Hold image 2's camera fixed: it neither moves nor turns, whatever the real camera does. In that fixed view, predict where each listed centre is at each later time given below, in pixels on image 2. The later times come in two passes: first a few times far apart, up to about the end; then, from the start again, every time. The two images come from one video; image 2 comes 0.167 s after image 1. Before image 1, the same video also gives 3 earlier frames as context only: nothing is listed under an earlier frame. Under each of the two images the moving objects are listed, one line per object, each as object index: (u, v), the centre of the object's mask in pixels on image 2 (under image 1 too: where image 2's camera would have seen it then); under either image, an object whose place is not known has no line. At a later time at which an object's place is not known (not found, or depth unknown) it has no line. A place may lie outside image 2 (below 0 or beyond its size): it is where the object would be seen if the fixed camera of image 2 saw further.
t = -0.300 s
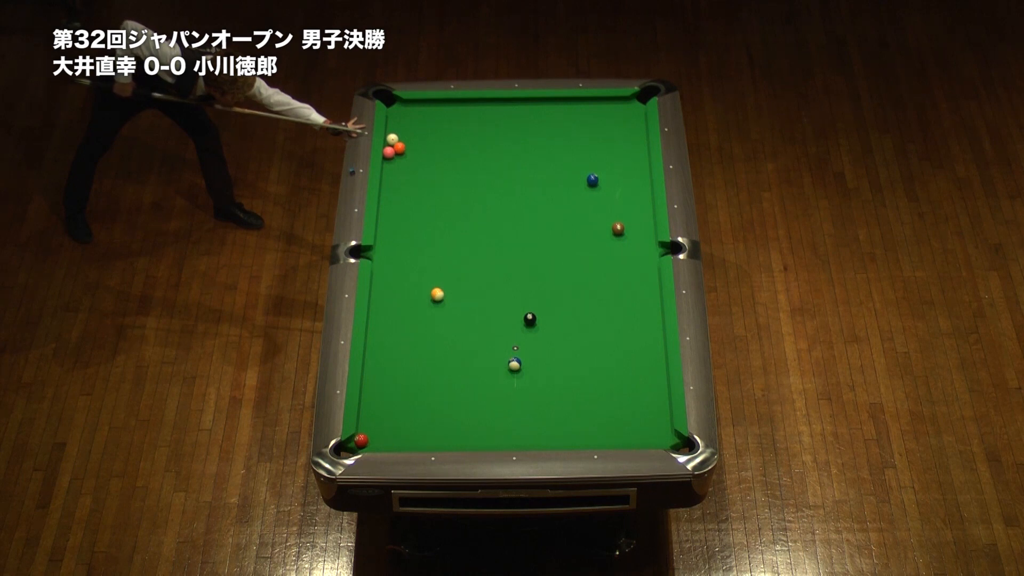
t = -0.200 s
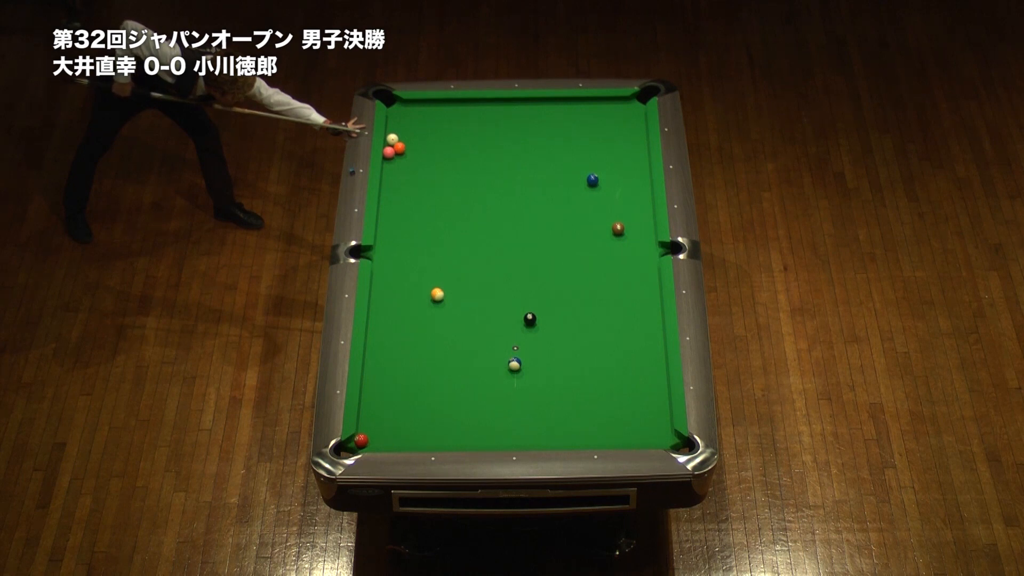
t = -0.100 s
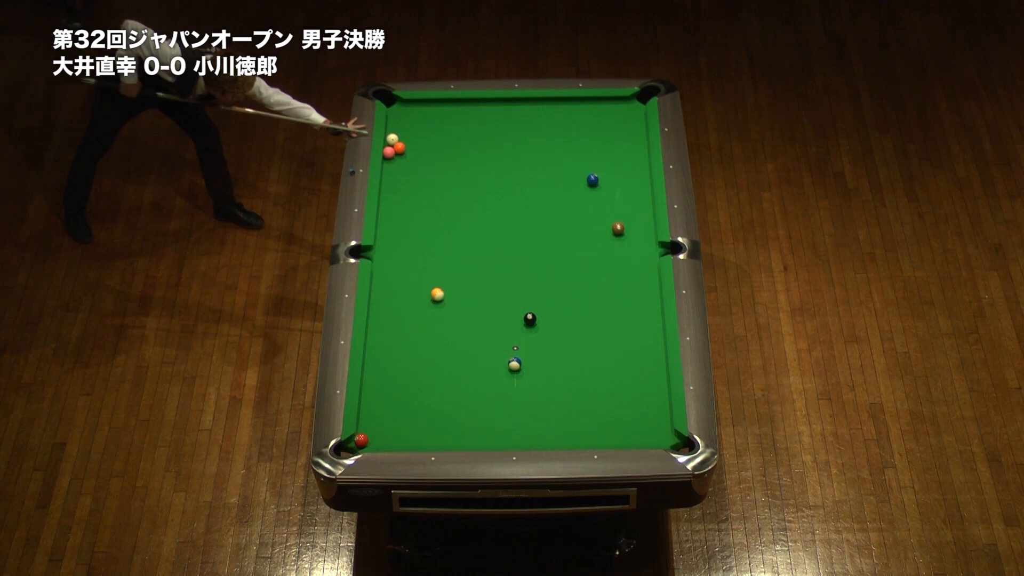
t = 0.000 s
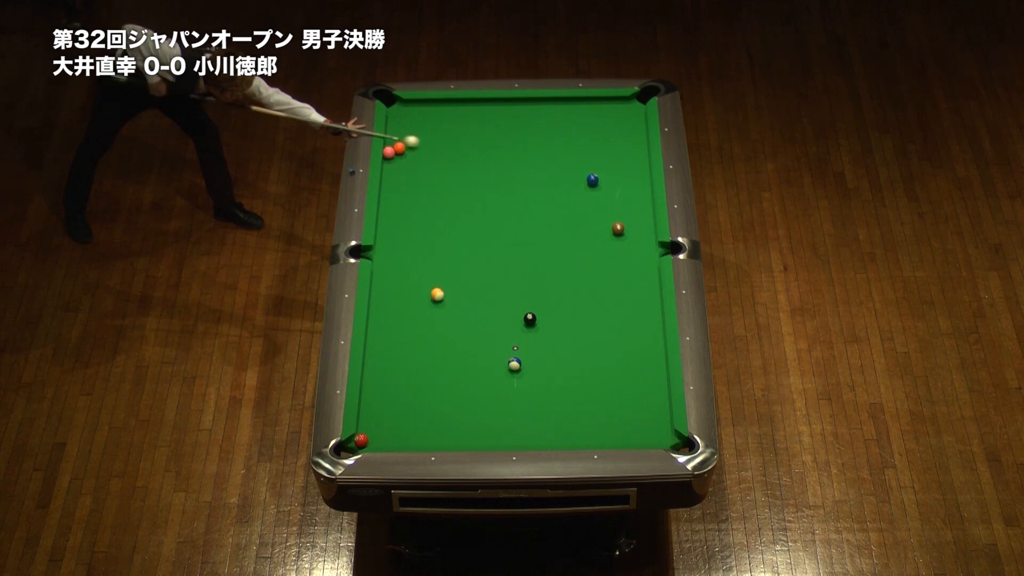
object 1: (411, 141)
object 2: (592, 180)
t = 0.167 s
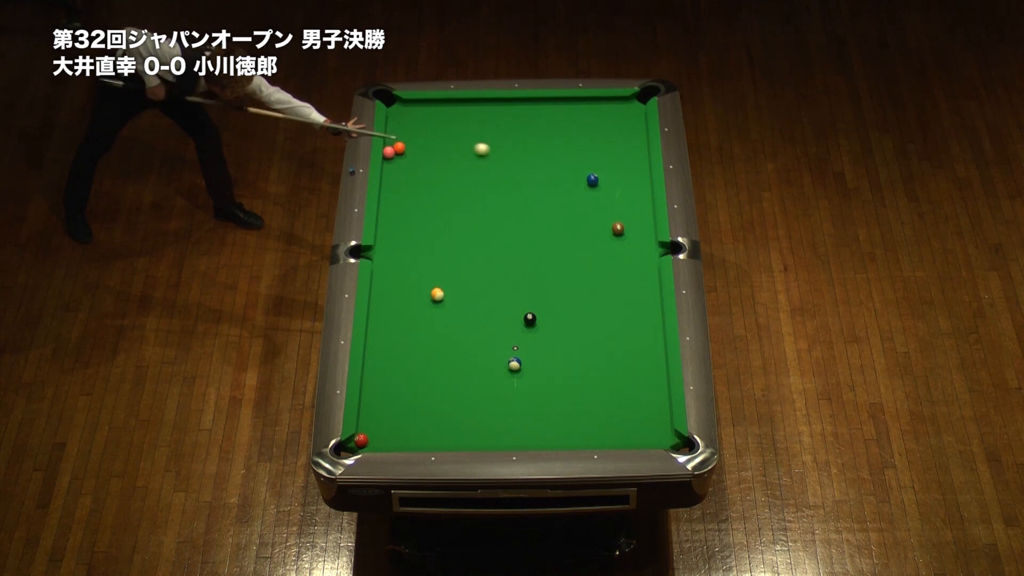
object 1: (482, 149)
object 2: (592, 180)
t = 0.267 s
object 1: (524, 154)
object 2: (592, 180)
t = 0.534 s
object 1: (637, 166)
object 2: (592, 180)
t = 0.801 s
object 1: (595, 172)
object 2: (574, 190)
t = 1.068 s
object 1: (579, 166)
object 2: (535, 209)
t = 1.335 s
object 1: (564, 160)
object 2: (500, 226)
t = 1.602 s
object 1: (550, 155)
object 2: (466, 243)
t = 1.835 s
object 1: (539, 150)
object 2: (435, 258)
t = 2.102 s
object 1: (528, 146)
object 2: (401, 276)
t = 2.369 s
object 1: (517, 142)
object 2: (380, 291)
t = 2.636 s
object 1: (507, 138)
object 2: (394, 302)
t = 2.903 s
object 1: (499, 135)
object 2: (407, 314)
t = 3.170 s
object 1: (491, 132)
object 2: (420, 324)
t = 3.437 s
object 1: (484, 129)
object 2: (432, 335)
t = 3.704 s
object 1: (478, 127)
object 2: (443, 344)
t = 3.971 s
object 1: (474, 125)
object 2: (454, 353)
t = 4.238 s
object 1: (470, 124)
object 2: (464, 362)
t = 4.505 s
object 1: (467, 123)
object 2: (474, 369)
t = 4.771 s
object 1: (465, 122)
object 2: (482, 376)
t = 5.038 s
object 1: (464, 122)
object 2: (490, 383)
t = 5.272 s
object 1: (463, 122)
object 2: (496, 388)
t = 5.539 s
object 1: (463, 122)
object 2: (502, 392)
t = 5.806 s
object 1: (463, 122)
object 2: (508, 397)
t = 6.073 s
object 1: (463, 122)
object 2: (513, 400)
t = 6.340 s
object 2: (517, 403)
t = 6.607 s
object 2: (520, 404)
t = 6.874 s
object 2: (521, 406)
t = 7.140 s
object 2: (523, 406)
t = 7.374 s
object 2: (522, 406)
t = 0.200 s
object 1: (496, 151)
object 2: (592, 180)
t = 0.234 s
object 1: (510, 152)
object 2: (592, 180)
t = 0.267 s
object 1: (524, 154)
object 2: (592, 180)
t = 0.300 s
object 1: (538, 155)
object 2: (592, 180)
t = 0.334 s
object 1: (552, 157)
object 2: (592, 180)
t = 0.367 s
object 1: (566, 158)
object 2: (592, 180)
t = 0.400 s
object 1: (580, 160)
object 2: (592, 180)
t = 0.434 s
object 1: (595, 161)
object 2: (592, 180)
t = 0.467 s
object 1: (609, 163)
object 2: (592, 180)
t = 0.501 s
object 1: (623, 165)
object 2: (592, 180)
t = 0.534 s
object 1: (637, 166)
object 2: (592, 180)
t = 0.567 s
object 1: (643, 168)
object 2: (592, 180)
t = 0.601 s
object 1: (632, 169)
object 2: (592, 180)
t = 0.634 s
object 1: (622, 171)
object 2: (592, 180)
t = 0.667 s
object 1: (612, 173)
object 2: (592, 180)
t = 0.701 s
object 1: (603, 175)
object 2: (592, 180)
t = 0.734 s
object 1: (599, 174)
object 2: (586, 184)
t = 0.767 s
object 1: (597, 173)
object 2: (580, 187)
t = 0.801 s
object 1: (595, 172)
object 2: (574, 190)
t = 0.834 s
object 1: (593, 171)
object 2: (568, 192)
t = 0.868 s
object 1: (591, 170)
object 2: (563, 195)
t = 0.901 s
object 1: (589, 169)
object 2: (558, 198)
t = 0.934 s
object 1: (587, 169)
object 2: (553, 200)
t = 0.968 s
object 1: (585, 168)
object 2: (548, 202)
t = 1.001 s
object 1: (583, 167)
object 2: (544, 204)
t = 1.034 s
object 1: (581, 166)
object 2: (540, 206)
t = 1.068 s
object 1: (579, 166)
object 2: (535, 209)
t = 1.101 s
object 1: (577, 165)
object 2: (531, 211)
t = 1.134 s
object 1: (575, 164)
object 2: (526, 213)
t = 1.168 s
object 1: (573, 163)
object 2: (522, 215)
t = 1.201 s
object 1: (571, 163)
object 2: (518, 217)
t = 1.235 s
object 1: (569, 162)
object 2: (513, 220)
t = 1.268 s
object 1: (568, 161)
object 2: (509, 222)
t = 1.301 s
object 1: (566, 161)
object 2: (505, 224)
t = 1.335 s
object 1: (564, 160)
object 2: (500, 226)
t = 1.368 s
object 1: (562, 159)
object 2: (496, 229)
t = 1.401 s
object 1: (560, 159)
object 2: (492, 231)
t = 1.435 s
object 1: (559, 158)
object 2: (487, 233)
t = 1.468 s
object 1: (557, 157)
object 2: (483, 235)
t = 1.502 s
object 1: (555, 157)
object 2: (479, 237)
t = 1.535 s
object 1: (554, 156)
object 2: (474, 239)
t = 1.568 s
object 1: (552, 155)
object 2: (470, 242)
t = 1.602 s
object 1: (550, 155)
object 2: (466, 243)
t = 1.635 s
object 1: (549, 154)
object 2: (461, 246)
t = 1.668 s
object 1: (547, 153)
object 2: (457, 248)
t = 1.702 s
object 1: (545, 153)
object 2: (453, 250)
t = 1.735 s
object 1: (544, 152)
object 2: (448, 252)
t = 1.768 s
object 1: (542, 151)
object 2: (444, 254)
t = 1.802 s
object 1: (541, 151)
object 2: (440, 256)
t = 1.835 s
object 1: (539, 150)
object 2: (435, 258)
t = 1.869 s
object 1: (538, 150)
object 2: (431, 261)
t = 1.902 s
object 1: (536, 149)
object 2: (427, 263)
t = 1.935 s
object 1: (535, 149)
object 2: (423, 265)
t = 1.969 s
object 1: (533, 148)
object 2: (418, 267)
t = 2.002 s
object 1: (532, 147)
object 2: (414, 269)
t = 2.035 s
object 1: (530, 147)
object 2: (410, 271)
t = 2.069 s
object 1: (529, 146)
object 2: (405, 273)
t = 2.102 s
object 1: (528, 146)
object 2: (401, 276)
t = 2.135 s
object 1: (526, 145)
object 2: (397, 278)
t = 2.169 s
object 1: (525, 145)
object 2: (393, 280)
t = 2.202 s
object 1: (523, 144)
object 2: (388, 282)
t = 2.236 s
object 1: (522, 144)
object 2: (384, 284)
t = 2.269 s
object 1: (521, 143)
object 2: (380, 286)
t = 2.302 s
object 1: (519, 143)
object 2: (376, 288)
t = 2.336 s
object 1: (518, 142)
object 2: (377, 289)
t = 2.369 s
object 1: (517, 142)
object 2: (380, 291)
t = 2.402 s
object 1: (516, 141)
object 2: (382, 292)
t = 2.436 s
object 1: (514, 141)
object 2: (384, 294)
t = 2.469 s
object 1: (513, 140)
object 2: (386, 295)
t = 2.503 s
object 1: (512, 140)
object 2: (387, 297)
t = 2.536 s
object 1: (511, 139)
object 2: (389, 298)
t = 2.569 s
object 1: (510, 139)
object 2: (391, 299)
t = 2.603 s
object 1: (508, 138)
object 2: (393, 301)
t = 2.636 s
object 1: (507, 138)
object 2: (394, 302)
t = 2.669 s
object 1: (506, 138)
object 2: (396, 304)
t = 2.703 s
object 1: (505, 137)
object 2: (398, 305)
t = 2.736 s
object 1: (504, 137)
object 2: (399, 307)
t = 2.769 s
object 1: (503, 136)
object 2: (401, 308)
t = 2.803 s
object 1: (502, 136)
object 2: (402, 309)
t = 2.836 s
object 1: (501, 136)
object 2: (404, 311)
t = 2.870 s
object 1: (499, 135)
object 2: (406, 312)
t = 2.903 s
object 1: (499, 135)
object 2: (407, 314)
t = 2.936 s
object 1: (497, 134)
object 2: (409, 315)
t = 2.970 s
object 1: (497, 134)
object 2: (410, 317)
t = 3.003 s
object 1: (496, 134)
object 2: (412, 318)
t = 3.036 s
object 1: (495, 133)
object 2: (414, 319)
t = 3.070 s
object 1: (494, 133)
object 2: (415, 320)
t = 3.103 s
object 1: (493, 133)
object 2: (417, 322)
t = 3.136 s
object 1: (492, 132)
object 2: (418, 323)
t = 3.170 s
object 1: (491, 132)
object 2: (420, 324)
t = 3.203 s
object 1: (490, 131)
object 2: (422, 326)
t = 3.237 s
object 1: (489, 131)
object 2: (423, 327)
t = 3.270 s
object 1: (488, 131)
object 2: (425, 328)
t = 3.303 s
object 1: (487, 131)
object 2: (426, 329)
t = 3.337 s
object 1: (486, 130)
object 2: (427, 331)
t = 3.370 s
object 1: (486, 130)
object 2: (429, 332)
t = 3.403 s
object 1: (485, 130)
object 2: (431, 333)
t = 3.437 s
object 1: (484, 129)
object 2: (432, 335)
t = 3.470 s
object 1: (483, 129)
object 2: (433, 336)
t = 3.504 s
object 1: (483, 129)
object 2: (435, 337)
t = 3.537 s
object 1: (482, 129)
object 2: (436, 338)
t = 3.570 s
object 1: (481, 128)
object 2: (438, 340)
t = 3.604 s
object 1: (480, 128)
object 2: (439, 341)
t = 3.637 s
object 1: (480, 128)
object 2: (440, 342)
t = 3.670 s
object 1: (479, 127)
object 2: (442, 343)
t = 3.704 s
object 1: (478, 127)
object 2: (443, 344)
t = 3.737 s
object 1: (478, 127)
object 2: (445, 345)
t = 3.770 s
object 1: (477, 126)
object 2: (446, 347)
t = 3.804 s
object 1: (477, 126)
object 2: (448, 347)
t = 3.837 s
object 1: (476, 126)
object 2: (449, 349)
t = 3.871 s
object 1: (476, 126)
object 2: (450, 350)
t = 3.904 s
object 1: (475, 126)
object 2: (452, 351)
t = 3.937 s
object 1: (474, 125)
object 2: (453, 352)
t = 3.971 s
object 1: (474, 125)
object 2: (454, 353)
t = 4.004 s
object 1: (473, 125)
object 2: (455, 354)
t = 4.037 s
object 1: (473, 125)
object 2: (457, 355)
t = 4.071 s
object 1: (472, 125)
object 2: (458, 356)
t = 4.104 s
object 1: (472, 124)
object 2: (459, 358)
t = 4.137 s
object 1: (471, 124)
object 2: (461, 358)
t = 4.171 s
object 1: (471, 124)
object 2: (462, 359)
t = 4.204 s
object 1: (470, 124)
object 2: (463, 361)
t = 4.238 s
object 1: (470, 124)
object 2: (464, 362)
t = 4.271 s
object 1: (470, 124)
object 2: (465, 363)
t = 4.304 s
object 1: (469, 123)
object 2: (467, 364)
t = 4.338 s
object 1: (469, 123)
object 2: (468, 365)
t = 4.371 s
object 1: (468, 123)
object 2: (469, 366)
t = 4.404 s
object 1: (468, 123)
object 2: (470, 366)
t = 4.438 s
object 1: (468, 123)
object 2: (471, 368)
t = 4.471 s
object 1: (467, 123)
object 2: (472, 368)
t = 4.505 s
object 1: (467, 123)
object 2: (474, 369)
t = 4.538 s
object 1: (467, 123)
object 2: (475, 370)
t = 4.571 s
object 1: (466, 122)
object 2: (476, 371)
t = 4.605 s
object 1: (466, 122)
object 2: (477, 372)
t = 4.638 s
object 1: (466, 122)
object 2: (478, 373)
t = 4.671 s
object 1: (466, 122)
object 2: (479, 374)
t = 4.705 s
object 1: (465, 122)
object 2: (480, 375)
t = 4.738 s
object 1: (465, 122)
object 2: (481, 375)
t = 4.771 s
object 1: (465, 122)
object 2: (482, 376)
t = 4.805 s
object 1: (465, 122)
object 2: (483, 377)
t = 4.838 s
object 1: (464, 122)
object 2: (484, 378)
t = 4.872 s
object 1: (464, 122)
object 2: (485, 379)
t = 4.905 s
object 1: (464, 122)
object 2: (486, 380)
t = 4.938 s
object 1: (464, 122)
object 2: (487, 380)
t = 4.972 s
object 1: (464, 122)
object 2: (488, 381)
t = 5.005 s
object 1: (464, 122)
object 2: (489, 382)
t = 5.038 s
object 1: (464, 122)
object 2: (490, 383)
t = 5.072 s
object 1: (464, 122)
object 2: (491, 383)
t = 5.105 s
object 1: (463, 122)
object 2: (492, 384)
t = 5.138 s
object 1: (463, 122)
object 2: (493, 385)
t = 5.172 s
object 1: (463, 122)
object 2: (494, 385)
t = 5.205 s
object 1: (463, 122)
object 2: (494, 386)
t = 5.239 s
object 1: (463, 122)
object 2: (495, 387)
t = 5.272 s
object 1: (463, 122)
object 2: (496, 388)
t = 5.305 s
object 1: (463, 122)
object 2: (497, 388)
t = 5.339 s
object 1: (463, 122)
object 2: (498, 389)
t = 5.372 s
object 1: (463, 122)
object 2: (498, 389)
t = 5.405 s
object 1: (463, 122)
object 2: (499, 390)
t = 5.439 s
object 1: (463, 122)
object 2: (500, 391)
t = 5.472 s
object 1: (463, 122)
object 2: (501, 391)
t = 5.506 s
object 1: (463, 122)
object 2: (502, 392)
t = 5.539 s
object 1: (463, 122)
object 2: (502, 392)
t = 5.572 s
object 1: (463, 122)
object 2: (503, 393)
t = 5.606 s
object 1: (463, 122)
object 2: (504, 394)
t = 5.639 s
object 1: (463, 122)
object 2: (505, 394)
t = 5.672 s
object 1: (463, 122)
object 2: (505, 395)
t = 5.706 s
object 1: (463, 122)
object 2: (506, 395)
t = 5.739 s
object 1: (463, 122)
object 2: (507, 395)
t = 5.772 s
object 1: (463, 122)
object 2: (507, 396)
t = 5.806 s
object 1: (463, 122)
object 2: (508, 397)
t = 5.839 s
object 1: (463, 122)
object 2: (509, 397)
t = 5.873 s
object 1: (463, 122)
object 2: (509, 397)
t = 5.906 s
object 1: (463, 122)
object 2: (510, 398)
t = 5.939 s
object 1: (463, 122)
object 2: (510, 398)
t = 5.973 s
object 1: (463, 122)
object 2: (511, 399)
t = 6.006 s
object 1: (463, 122)
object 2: (512, 399)
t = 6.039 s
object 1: (463, 122)
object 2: (512, 400)
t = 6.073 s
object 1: (463, 122)
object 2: (513, 400)
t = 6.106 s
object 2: (513, 400)
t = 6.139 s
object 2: (514, 401)
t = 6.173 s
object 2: (515, 401)
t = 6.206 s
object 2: (515, 401)
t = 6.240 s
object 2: (515, 402)
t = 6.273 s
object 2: (516, 402)
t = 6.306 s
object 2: (516, 402)
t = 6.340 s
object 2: (517, 403)
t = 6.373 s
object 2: (517, 403)
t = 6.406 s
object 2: (518, 403)
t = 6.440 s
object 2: (518, 403)
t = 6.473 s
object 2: (518, 404)
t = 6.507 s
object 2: (519, 404)
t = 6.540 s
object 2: (519, 404)
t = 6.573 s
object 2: (519, 404)
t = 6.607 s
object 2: (520, 404)
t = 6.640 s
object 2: (520, 404)
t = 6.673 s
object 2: (520, 405)
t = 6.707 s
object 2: (520, 405)
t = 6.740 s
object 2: (521, 405)
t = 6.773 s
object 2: (521, 405)
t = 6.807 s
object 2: (521, 405)
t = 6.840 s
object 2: (521, 405)
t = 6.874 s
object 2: (521, 406)
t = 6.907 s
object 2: (522, 406)
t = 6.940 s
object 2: (522, 406)
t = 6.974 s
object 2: (522, 406)
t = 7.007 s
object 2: (522, 406)
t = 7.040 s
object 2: (522, 406)
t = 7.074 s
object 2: (522, 406)
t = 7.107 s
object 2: (523, 406)
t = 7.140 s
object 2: (523, 406)
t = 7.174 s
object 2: (523, 406)
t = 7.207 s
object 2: (523, 406)
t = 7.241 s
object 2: (523, 406)
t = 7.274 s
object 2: (523, 406)
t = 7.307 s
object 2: (522, 406)
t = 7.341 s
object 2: (522, 406)
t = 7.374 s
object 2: (522, 406)
